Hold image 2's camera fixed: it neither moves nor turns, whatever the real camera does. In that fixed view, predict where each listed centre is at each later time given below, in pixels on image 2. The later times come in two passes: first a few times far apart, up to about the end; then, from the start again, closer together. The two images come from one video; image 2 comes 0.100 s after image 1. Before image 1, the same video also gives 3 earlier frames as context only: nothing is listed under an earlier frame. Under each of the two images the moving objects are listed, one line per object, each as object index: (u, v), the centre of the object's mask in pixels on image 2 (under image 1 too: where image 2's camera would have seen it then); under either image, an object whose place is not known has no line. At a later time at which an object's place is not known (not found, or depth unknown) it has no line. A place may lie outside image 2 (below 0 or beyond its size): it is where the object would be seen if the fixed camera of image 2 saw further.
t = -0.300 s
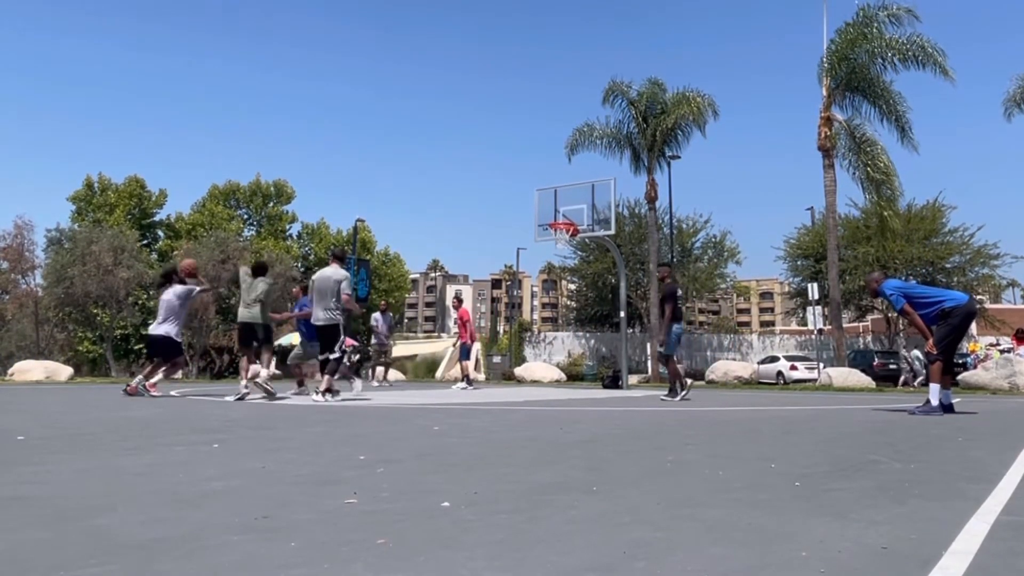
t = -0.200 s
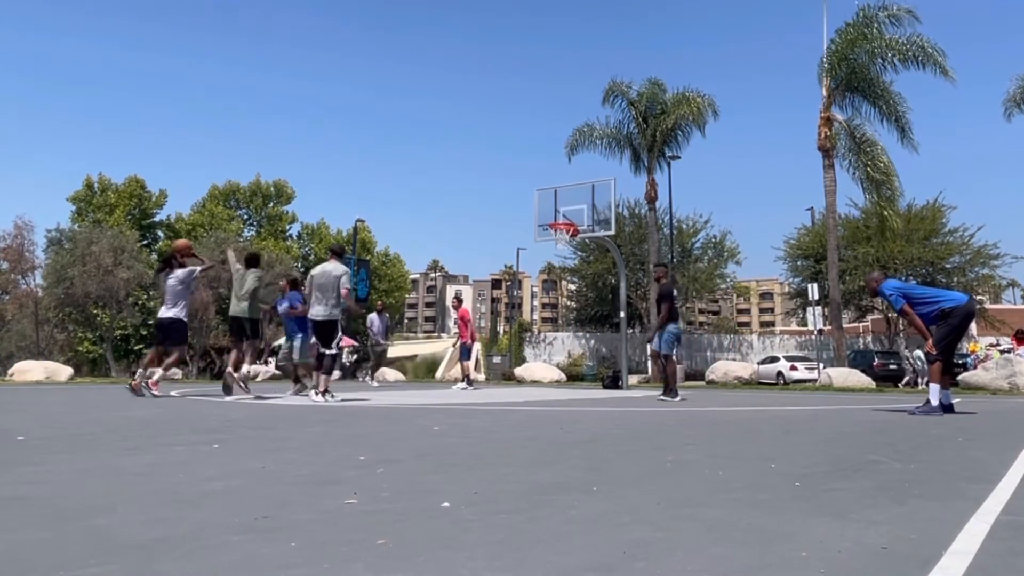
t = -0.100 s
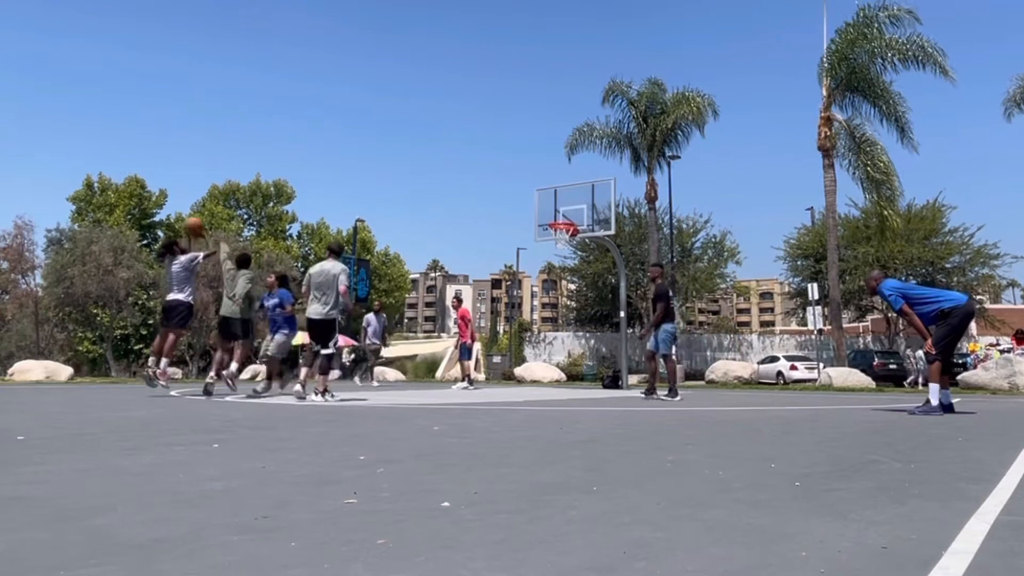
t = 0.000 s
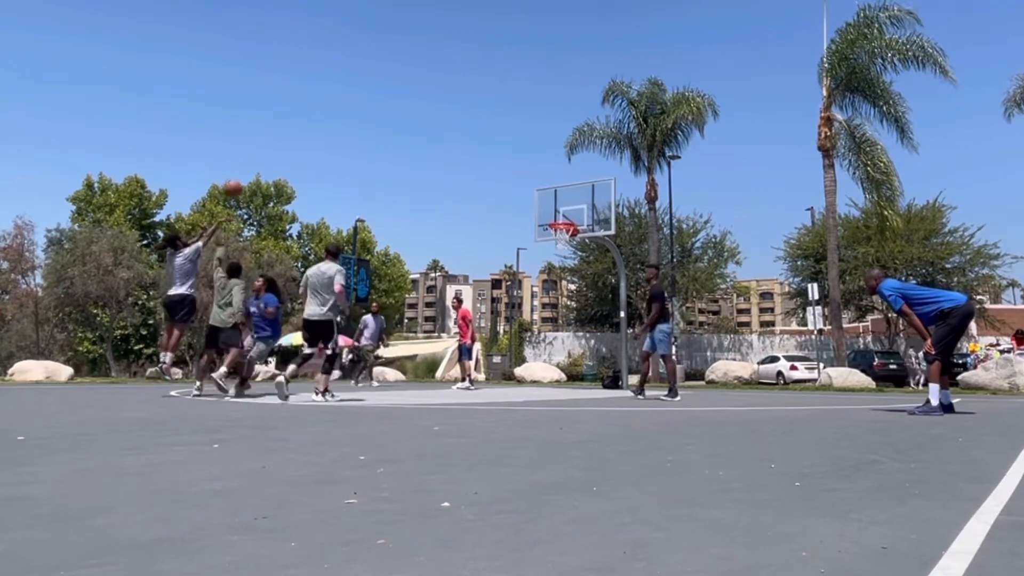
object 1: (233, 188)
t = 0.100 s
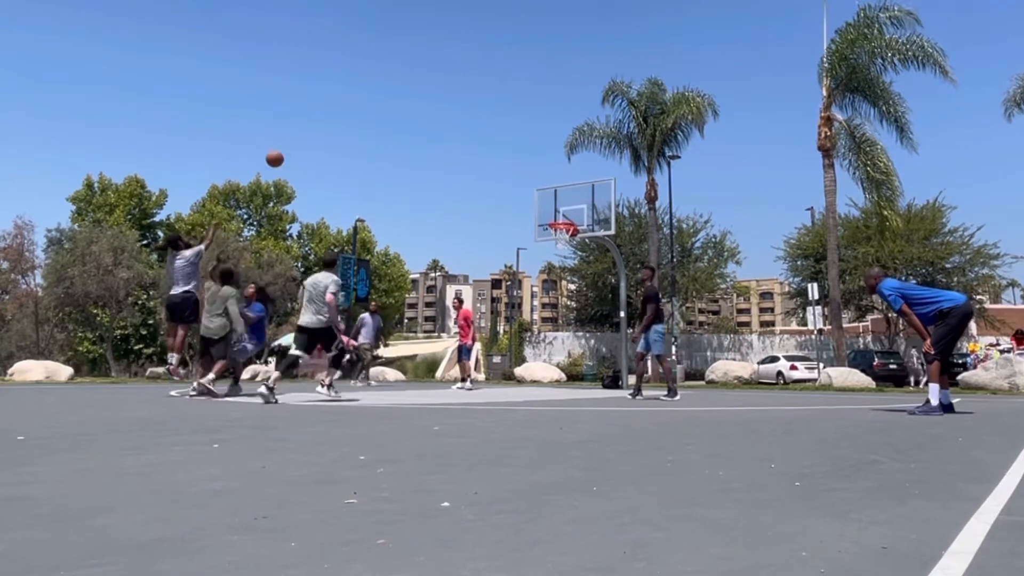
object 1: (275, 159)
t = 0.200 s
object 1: (312, 137)
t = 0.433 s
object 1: (389, 115)
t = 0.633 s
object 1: (446, 121)
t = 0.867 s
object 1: (503, 154)
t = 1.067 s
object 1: (548, 202)
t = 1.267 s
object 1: (568, 239)
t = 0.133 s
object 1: (287, 151)
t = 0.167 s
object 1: (300, 143)
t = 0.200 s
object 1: (312, 137)
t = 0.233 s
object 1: (324, 132)
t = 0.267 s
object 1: (336, 127)
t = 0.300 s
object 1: (347, 123)
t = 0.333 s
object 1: (358, 120)
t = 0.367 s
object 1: (369, 117)
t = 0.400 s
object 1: (379, 116)
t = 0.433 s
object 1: (389, 115)
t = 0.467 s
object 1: (399, 114)
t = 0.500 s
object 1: (409, 114)
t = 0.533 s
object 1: (418, 116)
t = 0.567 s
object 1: (428, 117)
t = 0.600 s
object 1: (437, 119)
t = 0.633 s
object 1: (446, 121)
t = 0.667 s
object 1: (454, 125)
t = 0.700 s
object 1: (463, 128)
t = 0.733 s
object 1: (471, 132)
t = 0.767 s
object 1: (479, 137)
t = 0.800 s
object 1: (487, 142)
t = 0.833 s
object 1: (495, 148)
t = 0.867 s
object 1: (503, 154)
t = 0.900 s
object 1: (511, 161)
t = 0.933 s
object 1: (518, 168)
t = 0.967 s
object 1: (526, 176)
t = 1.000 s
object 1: (533, 184)
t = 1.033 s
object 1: (541, 193)
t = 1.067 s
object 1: (548, 202)
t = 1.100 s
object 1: (555, 211)
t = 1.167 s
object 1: (571, 233)
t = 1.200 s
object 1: (570, 238)
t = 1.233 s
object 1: (569, 238)
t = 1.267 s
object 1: (568, 239)
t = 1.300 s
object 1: (567, 240)
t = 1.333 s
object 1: (566, 242)
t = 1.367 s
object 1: (564, 247)
